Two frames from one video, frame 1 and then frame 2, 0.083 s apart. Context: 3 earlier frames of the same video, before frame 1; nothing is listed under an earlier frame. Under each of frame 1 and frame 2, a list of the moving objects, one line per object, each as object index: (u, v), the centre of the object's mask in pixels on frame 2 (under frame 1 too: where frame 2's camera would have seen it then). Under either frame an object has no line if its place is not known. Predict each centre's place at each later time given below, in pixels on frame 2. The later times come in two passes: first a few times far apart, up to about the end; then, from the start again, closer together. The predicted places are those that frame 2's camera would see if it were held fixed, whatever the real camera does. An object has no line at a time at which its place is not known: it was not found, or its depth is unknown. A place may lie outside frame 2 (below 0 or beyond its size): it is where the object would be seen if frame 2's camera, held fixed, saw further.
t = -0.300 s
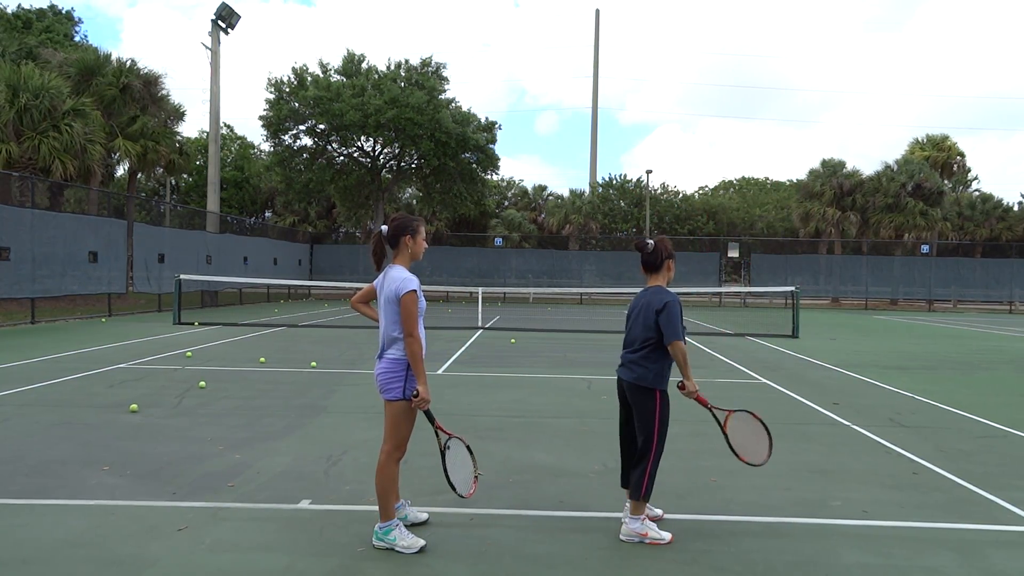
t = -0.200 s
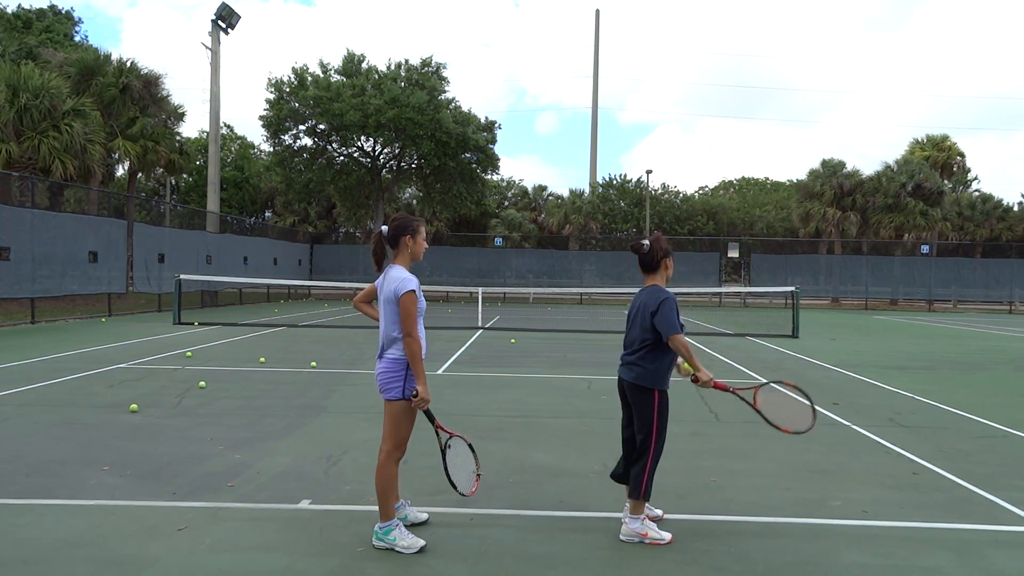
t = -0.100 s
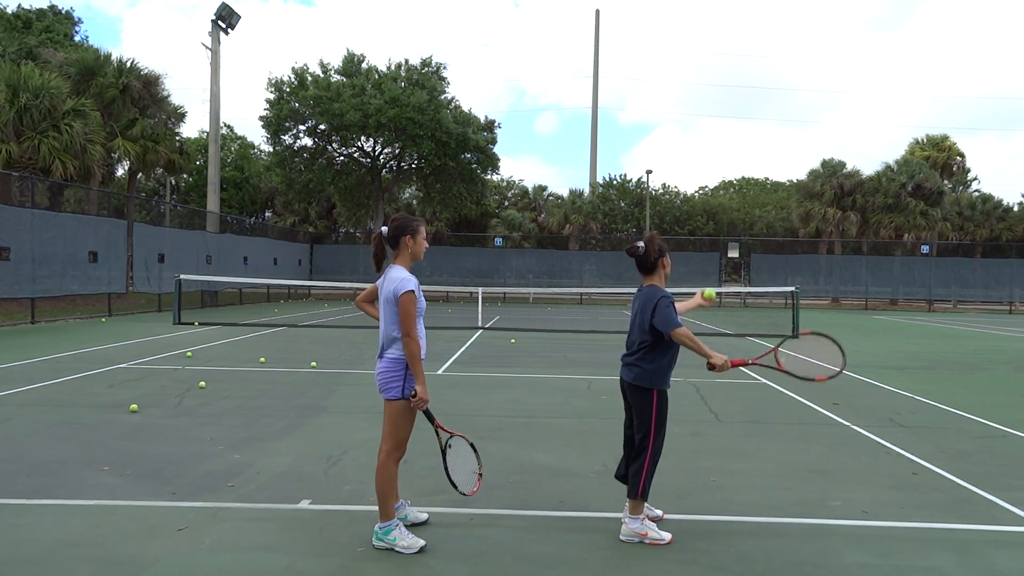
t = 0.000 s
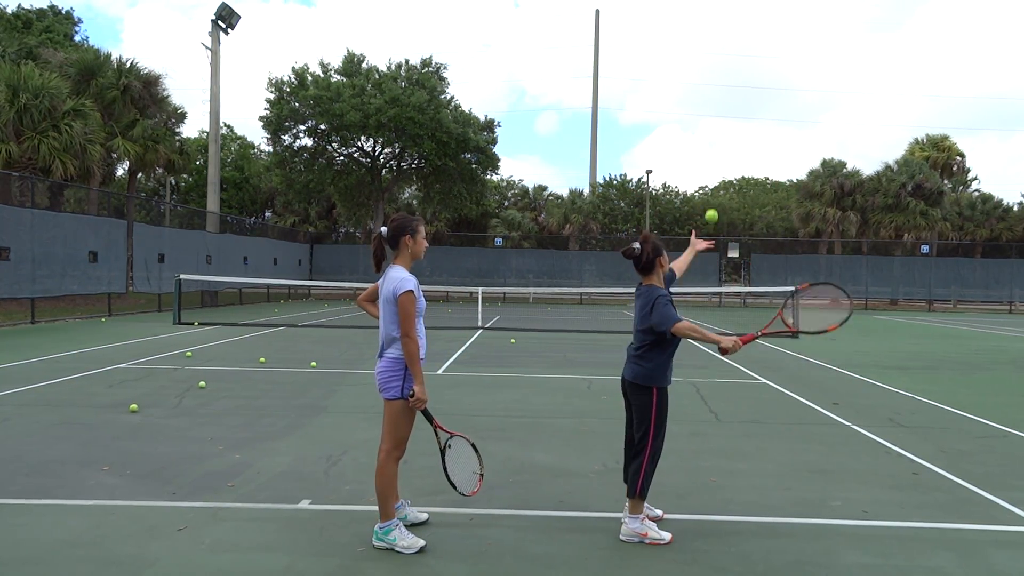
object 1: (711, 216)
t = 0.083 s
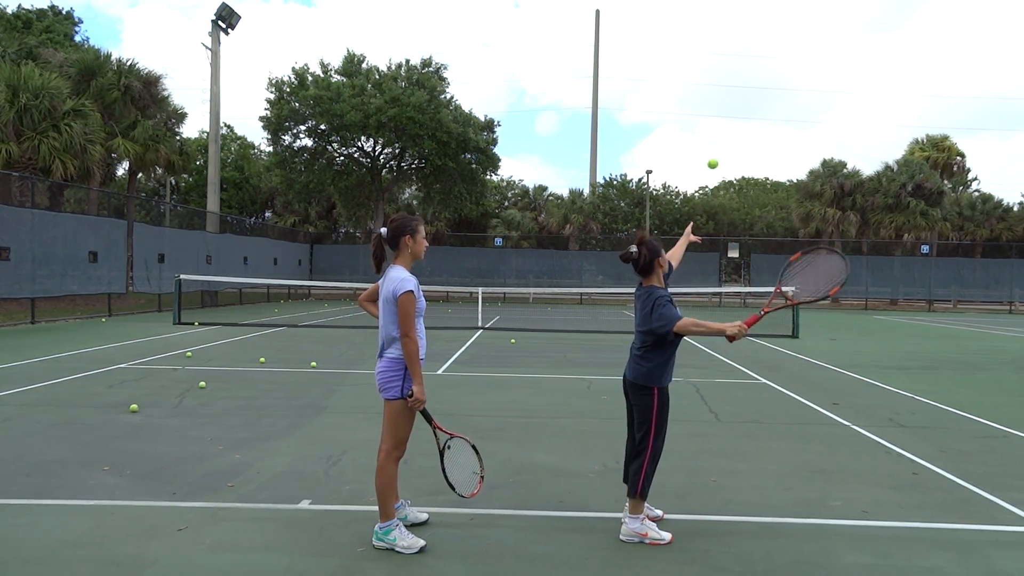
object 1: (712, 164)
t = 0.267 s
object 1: (713, 90)
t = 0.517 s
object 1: (711, 85)
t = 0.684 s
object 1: (707, 144)
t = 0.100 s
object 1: (713, 154)
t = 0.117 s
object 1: (713, 146)
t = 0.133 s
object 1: (713, 138)
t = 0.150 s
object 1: (713, 130)
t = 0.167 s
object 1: (713, 123)
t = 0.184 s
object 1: (713, 116)
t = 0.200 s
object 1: (713, 110)
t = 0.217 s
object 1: (713, 105)
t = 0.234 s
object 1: (713, 99)
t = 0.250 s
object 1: (713, 95)
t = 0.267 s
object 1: (713, 90)
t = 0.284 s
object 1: (713, 86)
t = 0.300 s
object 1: (713, 83)
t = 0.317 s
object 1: (713, 80)
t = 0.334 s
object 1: (713, 78)
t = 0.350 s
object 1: (713, 76)
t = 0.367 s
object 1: (713, 75)
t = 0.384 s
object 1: (712, 74)
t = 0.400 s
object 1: (712, 74)
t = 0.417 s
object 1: (712, 74)
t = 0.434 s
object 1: (712, 74)
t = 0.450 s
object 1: (712, 76)
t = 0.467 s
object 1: (712, 77)
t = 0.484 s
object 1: (712, 79)
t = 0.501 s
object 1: (711, 82)
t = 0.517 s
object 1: (711, 85)
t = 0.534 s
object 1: (711, 89)
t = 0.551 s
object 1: (710, 93)
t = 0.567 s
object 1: (710, 98)
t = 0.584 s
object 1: (709, 103)
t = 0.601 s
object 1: (709, 108)
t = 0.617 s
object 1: (709, 114)
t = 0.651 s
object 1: (708, 128)
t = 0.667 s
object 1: (707, 136)
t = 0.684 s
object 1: (707, 144)
